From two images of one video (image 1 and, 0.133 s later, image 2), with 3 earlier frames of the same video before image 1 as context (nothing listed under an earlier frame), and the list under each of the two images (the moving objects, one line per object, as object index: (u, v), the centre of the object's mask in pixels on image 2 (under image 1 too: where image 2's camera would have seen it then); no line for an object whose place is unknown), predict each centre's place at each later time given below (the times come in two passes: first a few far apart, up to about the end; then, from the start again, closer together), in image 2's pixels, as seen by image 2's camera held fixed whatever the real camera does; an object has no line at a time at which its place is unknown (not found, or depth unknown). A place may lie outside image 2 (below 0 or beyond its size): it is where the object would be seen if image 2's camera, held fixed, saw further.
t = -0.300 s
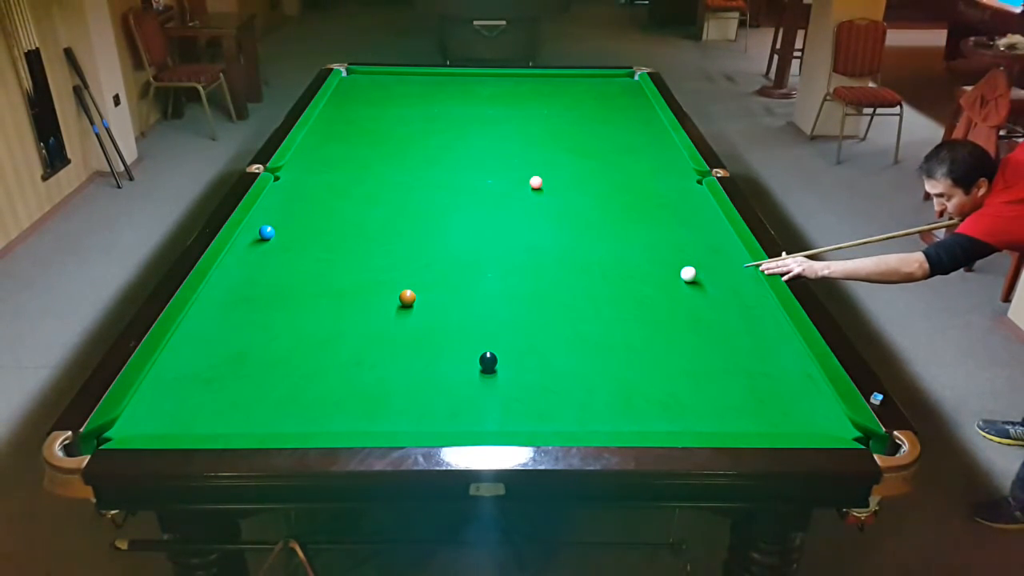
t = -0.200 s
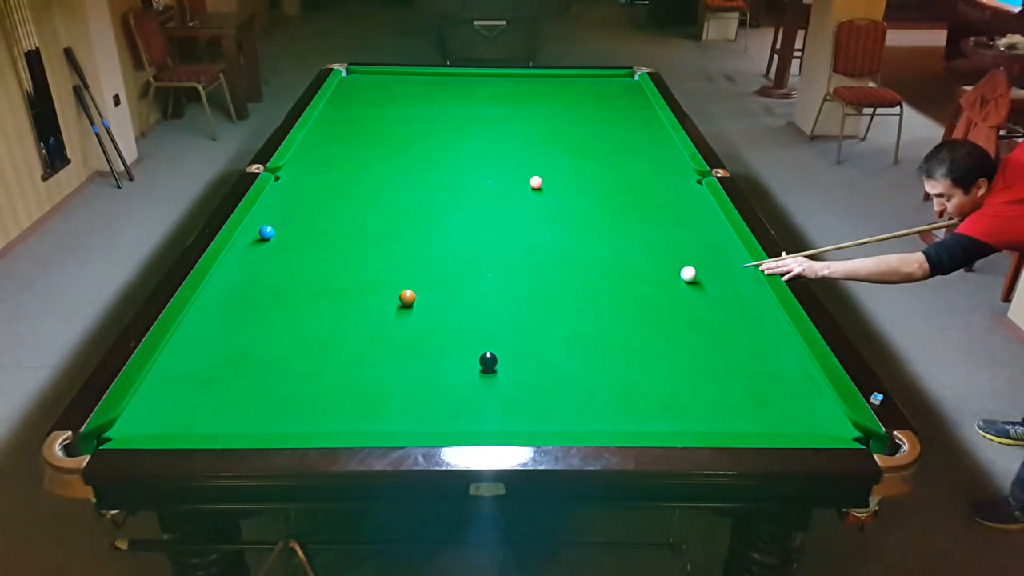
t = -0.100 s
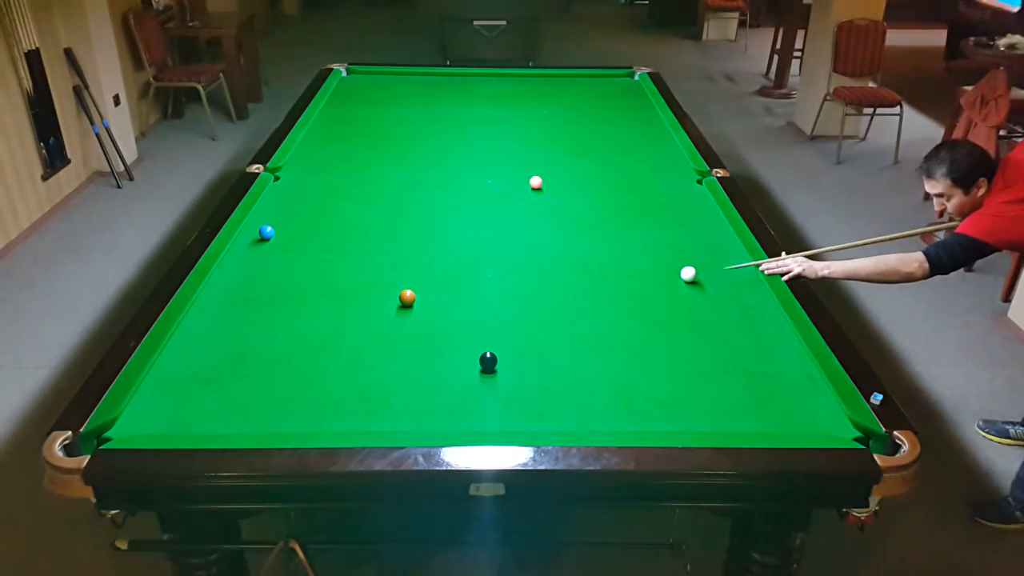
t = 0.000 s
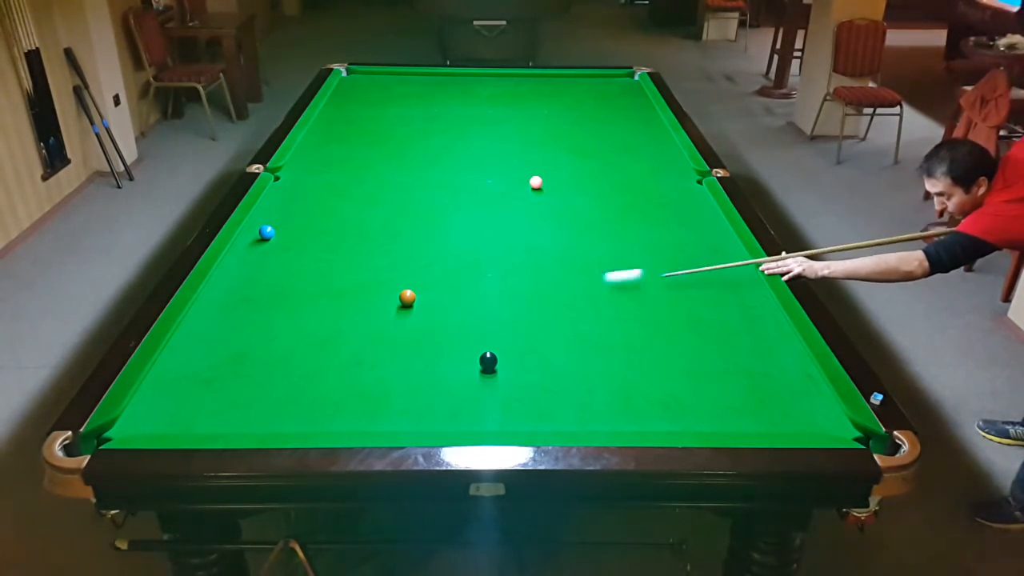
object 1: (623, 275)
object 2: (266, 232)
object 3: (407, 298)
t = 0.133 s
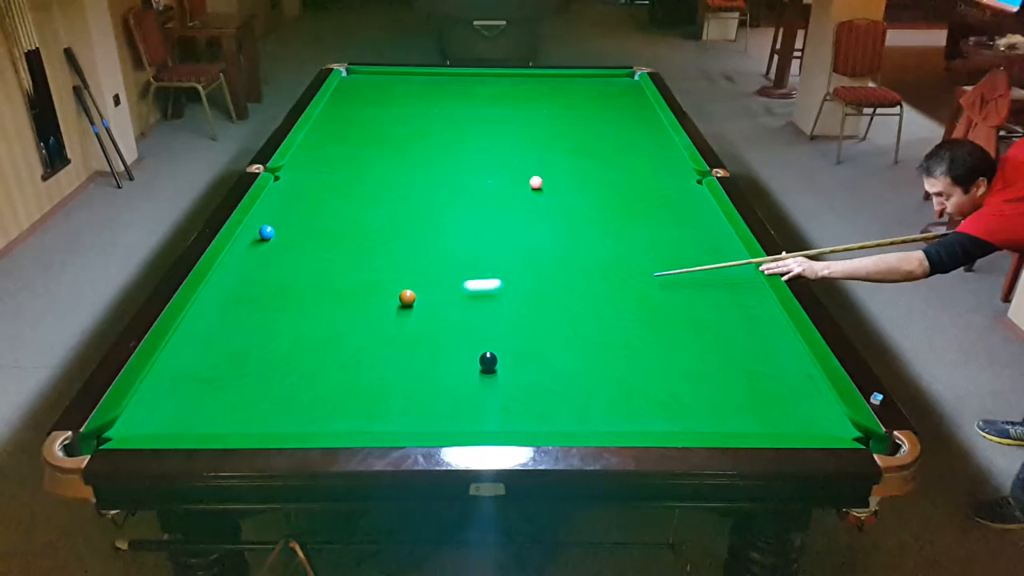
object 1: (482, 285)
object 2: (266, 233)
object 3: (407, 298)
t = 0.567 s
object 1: (256, 240)
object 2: (267, 232)
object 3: (224, 388)
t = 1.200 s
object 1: (265, 220)
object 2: (430, 196)
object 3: (163, 400)
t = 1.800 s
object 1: (274, 209)
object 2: (550, 168)
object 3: (208, 357)
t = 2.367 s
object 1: (280, 203)
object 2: (640, 147)
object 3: (239, 329)
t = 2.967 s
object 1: (281, 199)
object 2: (628, 131)
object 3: (260, 310)
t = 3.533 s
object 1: (281, 198)
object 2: (578, 121)
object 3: (271, 300)
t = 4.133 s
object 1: (281, 199)
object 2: (536, 112)
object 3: (275, 298)
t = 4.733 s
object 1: (281, 198)
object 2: (502, 105)
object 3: (275, 298)
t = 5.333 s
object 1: (281, 199)
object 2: (476, 99)
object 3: (275, 298)
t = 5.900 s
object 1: (281, 199)
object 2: (458, 95)
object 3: (274, 298)
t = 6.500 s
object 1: (281, 199)
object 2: (445, 93)
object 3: (274, 298)
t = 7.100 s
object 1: (281, 199)
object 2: (438, 91)
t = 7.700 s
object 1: (282, 199)
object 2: (438, 91)
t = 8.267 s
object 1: (282, 199)
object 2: (438, 91)
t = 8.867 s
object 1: (282, 199)
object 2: (438, 91)
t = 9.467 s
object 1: (282, 199)
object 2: (438, 91)
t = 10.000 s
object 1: (282, 198)
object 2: (438, 91)
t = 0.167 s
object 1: (448, 287)
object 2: (266, 233)
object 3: (407, 298)
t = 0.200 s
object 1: (418, 288)
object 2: (266, 232)
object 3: (405, 298)
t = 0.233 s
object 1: (400, 282)
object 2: (266, 233)
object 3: (388, 306)
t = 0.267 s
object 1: (384, 277)
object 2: (266, 233)
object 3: (372, 314)
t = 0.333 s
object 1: (353, 267)
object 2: (266, 233)
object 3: (338, 331)
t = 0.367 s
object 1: (339, 263)
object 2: (266, 233)
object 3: (321, 340)
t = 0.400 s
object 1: (325, 259)
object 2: (266, 233)
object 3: (305, 348)
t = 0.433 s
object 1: (310, 255)
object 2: (266, 233)
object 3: (289, 356)
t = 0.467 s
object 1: (297, 251)
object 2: (266, 233)
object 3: (274, 364)
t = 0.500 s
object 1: (283, 248)
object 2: (266, 233)
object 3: (258, 371)
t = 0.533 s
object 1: (269, 244)
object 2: (266, 231)
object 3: (241, 380)
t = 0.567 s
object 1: (256, 240)
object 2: (267, 232)
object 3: (224, 388)
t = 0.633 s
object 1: (252, 235)
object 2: (272, 231)
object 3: (189, 406)
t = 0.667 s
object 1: (253, 234)
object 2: (286, 228)
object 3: (171, 415)
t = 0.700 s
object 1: (253, 233)
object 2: (299, 225)
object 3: (153, 423)
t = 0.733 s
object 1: (254, 232)
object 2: (311, 222)
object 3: (135, 428)
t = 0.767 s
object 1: (255, 231)
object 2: (322, 220)
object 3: (121, 427)
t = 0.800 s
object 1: (256, 230)
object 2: (331, 218)
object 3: (118, 427)
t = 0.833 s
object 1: (256, 230)
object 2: (341, 216)
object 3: (126, 429)
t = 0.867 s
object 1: (257, 229)
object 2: (349, 214)
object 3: (132, 428)
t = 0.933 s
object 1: (259, 227)
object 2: (367, 210)
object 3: (139, 424)
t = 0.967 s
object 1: (260, 226)
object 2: (375, 208)
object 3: (142, 421)
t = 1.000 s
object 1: (261, 225)
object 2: (383, 206)
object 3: (145, 418)
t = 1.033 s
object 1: (261, 224)
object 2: (392, 204)
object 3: (148, 415)
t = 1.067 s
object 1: (262, 223)
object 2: (399, 202)
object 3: (152, 412)
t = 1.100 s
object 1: (263, 223)
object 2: (407, 201)
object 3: (155, 408)
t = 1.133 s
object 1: (263, 222)
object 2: (415, 199)
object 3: (158, 405)
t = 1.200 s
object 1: (265, 220)
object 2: (430, 196)
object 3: (163, 400)
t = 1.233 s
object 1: (266, 220)
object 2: (438, 194)
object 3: (166, 397)
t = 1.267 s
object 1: (266, 219)
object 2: (445, 192)
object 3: (169, 394)
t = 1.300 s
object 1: (267, 218)
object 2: (452, 190)
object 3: (172, 391)
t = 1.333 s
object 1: (267, 217)
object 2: (459, 189)
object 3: (174, 389)
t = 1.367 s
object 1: (268, 217)
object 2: (467, 187)
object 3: (177, 386)
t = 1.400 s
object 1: (268, 216)
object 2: (473, 186)
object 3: (180, 383)
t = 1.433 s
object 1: (269, 216)
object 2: (480, 184)
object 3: (182, 381)
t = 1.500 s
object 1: (270, 214)
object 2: (493, 181)
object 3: (187, 376)
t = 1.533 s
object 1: (271, 214)
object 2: (500, 179)
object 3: (190, 374)
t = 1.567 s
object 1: (271, 213)
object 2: (506, 178)
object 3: (192, 371)
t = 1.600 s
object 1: (271, 213)
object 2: (513, 176)
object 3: (195, 369)
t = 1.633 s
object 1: (272, 212)
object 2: (519, 175)
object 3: (197, 367)
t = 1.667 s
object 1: (273, 211)
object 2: (525, 173)
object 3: (199, 365)
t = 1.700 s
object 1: (273, 211)
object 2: (531, 171)
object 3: (201, 363)
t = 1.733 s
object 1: (274, 210)
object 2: (537, 170)
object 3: (204, 361)
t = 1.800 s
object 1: (274, 209)
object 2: (550, 168)
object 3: (208, 357)
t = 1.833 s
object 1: (275, 209)
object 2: (556, 167)
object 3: (210, 355)
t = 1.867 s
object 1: (275, 209)
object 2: (561, 165)
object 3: (212, 353)
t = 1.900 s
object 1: (276, 208)
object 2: (567, 164)
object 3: (214, 351)
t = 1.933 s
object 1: (276, 208)
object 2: (573, 163)
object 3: (216, 349)
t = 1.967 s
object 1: (276, 207)
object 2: (579, 161)
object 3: (218, 347)
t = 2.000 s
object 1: (277, 207)
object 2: (584, 160)
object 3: (220, 345)
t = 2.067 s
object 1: (277, 206)
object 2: (594, 158)
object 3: (224, 342)
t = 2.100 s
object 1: (278, 206)
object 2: (600, 157)
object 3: (226, 341)
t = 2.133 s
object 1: (278, 205)
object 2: (605, 155)
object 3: (227, 339)
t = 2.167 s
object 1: (278, 205)
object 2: (610, 154)
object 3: (229, 338)
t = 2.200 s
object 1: (279, 204)
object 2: (615, 153)
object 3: (231, 336)
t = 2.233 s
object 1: (279, 204)
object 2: (620, 152)
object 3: (232, 335)
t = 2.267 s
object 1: (279, 204)
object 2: (625, 150)
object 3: (234, 333)
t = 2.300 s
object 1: (279, 203)
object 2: (630, 149)
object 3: (236, 332)
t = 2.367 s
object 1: (280, 203)
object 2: (640, 147)
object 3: (239, 329)
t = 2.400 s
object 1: (280, 202)
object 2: (645, 146)
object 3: (240, 328)
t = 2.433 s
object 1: (280, 202)
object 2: (650, 145)
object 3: (242, 326)
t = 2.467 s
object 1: (280, 202)
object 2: (654, 144)
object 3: (243, 325)
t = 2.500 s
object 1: (280, 202)
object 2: (659, 142)
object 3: (244, 324)
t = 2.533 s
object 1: (280, 202)
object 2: (663, 141)
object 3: (246, 323)
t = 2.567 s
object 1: (281, 201)
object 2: (668, 140)
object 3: (247, 322)
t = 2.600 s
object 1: (281, 201)
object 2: (667, 139)
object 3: (248, 321)
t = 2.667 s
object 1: (281, 201)
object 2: (659, 138)
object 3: (250, 318)
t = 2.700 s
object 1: (281, 201)
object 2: (655, 137)
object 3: (252, 317)
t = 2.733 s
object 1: (281, 200)
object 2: (651, 136)
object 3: (253, 316)
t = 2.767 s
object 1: (281, 200)
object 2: (648, 136)
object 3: (254, 316)
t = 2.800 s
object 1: (281, 200)
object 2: (644, 135)
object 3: (255, 314)
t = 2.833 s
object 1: (281, 200)
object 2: (641, 134)
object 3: (256, 313)
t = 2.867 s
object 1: (281, 200)
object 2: (638, 134)
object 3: (257, 313)
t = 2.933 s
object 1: (281, 199)
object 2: (631, 132)
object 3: (259, 311)
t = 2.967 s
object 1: (281, 199)
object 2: (628, 131)
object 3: (260, 310)
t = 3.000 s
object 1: (281, 199)
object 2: (625, 131)
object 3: (261, 309)
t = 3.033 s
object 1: (281, 199)
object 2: (622, 130)
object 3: (261, 309)
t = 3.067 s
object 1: (281, 199)
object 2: (619, 129)
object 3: (262, 308)
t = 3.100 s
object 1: (281, 199)
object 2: (615, 129)
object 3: (263, 307)
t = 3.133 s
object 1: (281, 199)
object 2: (612, 128)
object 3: (264, 307)
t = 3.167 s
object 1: (281, 199)
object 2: (609, 128)
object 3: (264, 306)
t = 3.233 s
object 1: (281, 198)
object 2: (603, 126)
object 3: (266, 305)
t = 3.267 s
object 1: (281, 199)
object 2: (600, 126)
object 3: (266, 304)
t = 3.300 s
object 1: (281, 199)
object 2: (597, 125)
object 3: (267, 303)
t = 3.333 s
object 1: (281, 198)
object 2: (594, 124)
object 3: (268, 303)
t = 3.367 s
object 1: (281, 199)
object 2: (592, 124)
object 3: (269, 302)
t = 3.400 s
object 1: (281, 198)
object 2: (588, 123)
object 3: (269, 302)
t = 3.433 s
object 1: (281, 198)
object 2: (586, 123)
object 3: (270, 301)
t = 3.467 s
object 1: (281, 198)
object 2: (583, 122)
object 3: (270, 301)
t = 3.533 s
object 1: (281, 198)
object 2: (578, 121)
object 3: (271, 300)
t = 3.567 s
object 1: (281, 199)
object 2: (575, 120)
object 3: (272, 300)
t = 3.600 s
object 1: (281, 199)
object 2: (573, 120)
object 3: (272, 300)
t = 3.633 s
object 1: (281, 198)
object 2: (570, 119)
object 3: (272, 299)
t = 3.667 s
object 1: (281, 198)
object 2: (568, 119)
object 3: (273, 299)
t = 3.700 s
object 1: (281, 198)
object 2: (565, 118)
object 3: (273, 299)
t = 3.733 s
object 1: (281, 199)
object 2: (563, 118)
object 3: (273, 299)
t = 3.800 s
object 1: (281, 198)
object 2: (558, 117)
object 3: (274, 298)
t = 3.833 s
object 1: (281, 199)
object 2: (556, 116)
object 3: (274, 298)
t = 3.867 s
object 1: (281, 198)
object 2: (553, 116)
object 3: (274, 298)
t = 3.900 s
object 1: (281, 198)
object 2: (551, 115)
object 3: (274, 298)
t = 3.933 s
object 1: (281, 199)
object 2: (549, 115)
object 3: (274, 298)
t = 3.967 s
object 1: (281, 198)
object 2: (547, 114)
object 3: (274, 298)
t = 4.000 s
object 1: (281, 198)
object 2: (544, 114)
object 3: (274, 298)
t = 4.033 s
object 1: (281, 198)
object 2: (542, 113)
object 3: (274, 298)
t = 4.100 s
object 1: (281, 198)
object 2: (538, 112)
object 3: (275, 298)
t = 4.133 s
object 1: (281, 199)
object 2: (536, 112)
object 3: (275, 298)
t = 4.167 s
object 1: (281, 199)
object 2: (534, 111)
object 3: (275, 298)
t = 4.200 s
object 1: (281, 199)
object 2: (531, 111)
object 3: (275, 298)
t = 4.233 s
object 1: (281, 199)
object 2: (529, 111)
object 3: (275, 298)
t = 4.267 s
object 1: (281, 199)
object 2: (528, 110)
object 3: (275, 298)
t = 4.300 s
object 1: (281, 199)
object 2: (525, 110)
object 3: (275, 298)
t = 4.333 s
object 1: (281, 199)
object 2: (524, 109)
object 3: (275, 298)
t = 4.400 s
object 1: (281, 198)
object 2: (520, 109)
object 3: (275, 298)
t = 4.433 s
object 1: (281, 199)
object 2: (518, 108)
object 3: (275, 298)
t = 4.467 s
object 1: (281, 199)
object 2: (516, 108)
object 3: (275, 298)
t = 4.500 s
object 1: (281, 198)
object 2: (514, 107)
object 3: (275, 298)
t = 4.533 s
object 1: (281, 198)
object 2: (512, 107)
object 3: (275, 298)
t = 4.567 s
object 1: (281, 199)
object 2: (511, 107)
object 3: (275, 298)
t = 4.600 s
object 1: (281, 199)
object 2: (509, 106)
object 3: (275, 298)
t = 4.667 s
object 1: (281, 199)
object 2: (505, 105)
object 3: (275, 298)
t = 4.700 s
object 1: (281, 198)
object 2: (504, 105)
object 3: (275, 298)
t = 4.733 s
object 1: (281, 198)
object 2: (502, 105)
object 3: (275, 298)
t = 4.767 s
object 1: (281, 199)
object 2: (500, 104)
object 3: (275, 298)
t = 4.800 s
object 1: (281, 199)
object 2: (499, 104)
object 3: (275, 298)
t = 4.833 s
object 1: (281, 198)
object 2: (497, 103)
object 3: (275, 298)
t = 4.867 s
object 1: (281, 198)
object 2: (496, 103)
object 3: (275, 298)
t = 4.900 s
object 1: (281, 199)
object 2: (494, 103)
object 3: (275, 298)
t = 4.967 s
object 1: (281, 199)
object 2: (491, 102)
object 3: (275, 298)
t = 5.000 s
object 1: (281, 198)
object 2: (490, 102)
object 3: (275, 298)
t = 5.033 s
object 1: (281, 198)
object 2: (488, 101)
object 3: (275, 298)
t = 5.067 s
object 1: (281, 199)
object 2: (487, 101)
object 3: (275, 298)
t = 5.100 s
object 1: (281, 199)
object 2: (485, 101)
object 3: (275, 298)
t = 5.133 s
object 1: (281, 199)
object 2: (484, 101)
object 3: (275, 298)
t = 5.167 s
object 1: (281, 198)
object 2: (483, 100)
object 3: (275, 298)
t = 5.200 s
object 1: (281, 199)
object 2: (481, 100)
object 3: (275, 298)
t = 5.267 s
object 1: (281, 198)
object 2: (479, 100)
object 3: (275, 298)
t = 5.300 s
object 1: (281, 198)
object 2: (477, 99)
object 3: (275, 298)
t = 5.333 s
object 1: (281, 199)
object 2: (476, 99)
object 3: (275, 298)
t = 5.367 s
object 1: (281, 199)
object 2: (475, 99)
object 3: (275, 298)
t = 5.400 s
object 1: (281, 199)
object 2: (474, 99)
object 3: (275, 298)
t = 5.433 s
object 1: (281, 199)
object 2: (473, 98)
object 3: (275, 298)
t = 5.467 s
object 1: (281, 199)
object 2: (471, 98)
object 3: (275, 298)
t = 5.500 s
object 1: (281, 199)
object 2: (470, 98)
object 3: (275, 298)
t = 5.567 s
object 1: (281, 199)
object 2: (468, 97)
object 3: (275, 298)
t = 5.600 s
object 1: (281, 199)
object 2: (467, 97)
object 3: (275, 298)
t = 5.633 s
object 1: (281, 199)
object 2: (466, 97)
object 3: (275, 298)
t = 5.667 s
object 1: (281, 199)
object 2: (465, 96)
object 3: (275, 298)
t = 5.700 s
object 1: (281, 198)
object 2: (464, 96)
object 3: (275, 297)
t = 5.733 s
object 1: (281, 198)
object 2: (463, 96)
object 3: (274, 298)
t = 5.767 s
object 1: (281, 198)
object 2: (462, 96)
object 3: (274, 298)
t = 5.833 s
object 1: (281, 199)
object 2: (460, 95)
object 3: (275, 298)
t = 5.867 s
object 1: (281, 199)
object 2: (459, 95)
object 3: (275, 298)
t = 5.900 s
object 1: (281, 199)
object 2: (458, 95)
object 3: (274, 298)
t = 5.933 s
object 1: (281, 199)
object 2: (457, 95)
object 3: (275, 298)
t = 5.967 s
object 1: (281, 199)
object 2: (456, 95)
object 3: (274, 298)
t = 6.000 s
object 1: (281, 199)
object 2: (455, 95)
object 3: (274, 298)
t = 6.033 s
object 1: (281, 199)
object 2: (455, 94)
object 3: (274, 298)
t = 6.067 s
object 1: (281, 199)
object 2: (454, 94)
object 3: (275, 298)
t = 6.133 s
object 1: (281, 199)
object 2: (452, 94)
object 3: (274, 298)
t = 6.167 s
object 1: (281, 198)
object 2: (451, 94)
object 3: (274, 298)
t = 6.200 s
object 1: (281, 198)
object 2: (451, 93)
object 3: (274, 298)
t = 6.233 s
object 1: (281, 198)
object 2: (450, 93)
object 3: (274, 298)
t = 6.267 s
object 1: (281, 199)
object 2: (449, 93)
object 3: (274, 298)
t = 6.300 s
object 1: (281, 198)
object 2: (448, 93)
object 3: (274, 298)
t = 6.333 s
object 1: (281, 199)
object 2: (448, 93)
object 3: (274, 298)
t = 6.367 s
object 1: (281, 199)
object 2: (447, 93)
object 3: (275, 298)
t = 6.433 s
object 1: (281, 199)
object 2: (446, 93)
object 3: (274, 298)
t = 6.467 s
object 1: (281, 198)
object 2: (446, 93)
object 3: (274, 298)
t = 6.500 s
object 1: (281, 199)
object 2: (445, 93)
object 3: (274, 298)
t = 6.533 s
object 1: (281, 199)
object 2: (444, 92)
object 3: (274, 298)
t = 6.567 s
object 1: (281, 199)
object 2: (444, 92)
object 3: (274, 298)
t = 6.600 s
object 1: (281, 199)
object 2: (443, 92)
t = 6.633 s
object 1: (281, 199)
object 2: (443, 92)
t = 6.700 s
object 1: (281, 199)
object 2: (442, 92)
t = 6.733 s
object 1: (281, 199)
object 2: (441, 92)
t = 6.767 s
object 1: (281, 199)
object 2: (441, 92)
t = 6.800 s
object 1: (281, 199)
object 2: (441, 92)
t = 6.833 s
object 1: (281, 199)
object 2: (440, 92)
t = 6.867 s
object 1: (281, 199)
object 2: (439, 88)
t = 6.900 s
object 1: (281, 199)
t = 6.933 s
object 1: (281, 199)
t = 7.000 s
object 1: (281, 199)
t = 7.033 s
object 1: (281, 199)
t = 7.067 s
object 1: (281, 199)
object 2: (439, 91)
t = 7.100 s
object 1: (281, 199)
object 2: (438, 91)
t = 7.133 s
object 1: (281, 199)
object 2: (438, 91)
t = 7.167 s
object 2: (438, 91)
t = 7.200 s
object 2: (438, 91)
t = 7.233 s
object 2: (438, 91)
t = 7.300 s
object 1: (281, 198)
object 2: (438, 91)
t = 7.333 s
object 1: (281, 198)
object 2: (438, 91)
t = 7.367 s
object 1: (281, 199)
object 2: (438, 91)
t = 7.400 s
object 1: (281, 199)
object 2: (438, 91)
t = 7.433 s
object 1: (281, 199)
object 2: (438, 91)
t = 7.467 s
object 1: (281, 199)
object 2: (438, 91)
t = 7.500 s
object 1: (281, 199)
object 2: (438, 91)
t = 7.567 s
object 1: (281, 199)
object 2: (438, 91)
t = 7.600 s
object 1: (282, 199)
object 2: (438, 91)
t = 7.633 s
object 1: (282, 199)
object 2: (438, 91)
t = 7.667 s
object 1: (281, 199)
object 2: (438, 91)
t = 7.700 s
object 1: (282, 199)
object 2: (438, 91)
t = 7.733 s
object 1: (282, 199)
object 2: (438, 91)
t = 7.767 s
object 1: (282, 199)
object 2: (438, 91)
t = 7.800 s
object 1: (282, 199)
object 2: (438, 91)
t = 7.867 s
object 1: (281, 199)
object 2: (438, 91)
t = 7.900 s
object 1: (282, 198)
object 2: (438, 91)
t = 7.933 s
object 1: (282, 198)
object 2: (438, 91)
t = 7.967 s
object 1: (282, 198)
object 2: (438, 91)
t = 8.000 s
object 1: (282, 199)
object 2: (438, 91)
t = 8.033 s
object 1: (282, 199)
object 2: (438, 91)
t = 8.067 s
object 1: (282, 198)
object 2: (438, 91)
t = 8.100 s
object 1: (282, 199)
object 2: (438, 91)
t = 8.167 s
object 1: (282, 198)
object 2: (438, 91)
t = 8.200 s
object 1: (282, 199)
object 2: (438, 91)
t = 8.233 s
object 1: (282, 199)
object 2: (438, 91)
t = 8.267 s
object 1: (282, 199)
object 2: (438, 91)
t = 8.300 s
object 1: (282, 199)
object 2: (438, 91)
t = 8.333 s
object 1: (281, 199)
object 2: (438, 91)
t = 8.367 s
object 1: (282, 199)
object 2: (438, 91)
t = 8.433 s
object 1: (282, 199)
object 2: (438, 91)
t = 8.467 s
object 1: (282, 199)
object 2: (438, 91)
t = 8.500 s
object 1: (282, 198)
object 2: (438, 91)
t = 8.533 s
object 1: (282, 199)
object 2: (438, 91)
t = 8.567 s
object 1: (282, 199)
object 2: (438, 91)
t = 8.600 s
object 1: (282, 198)
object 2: (438, 91)
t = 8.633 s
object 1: (281, 199)
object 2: (438, 91)
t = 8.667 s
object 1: (282, 199)
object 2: (438, 91)
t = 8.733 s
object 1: (282, 199)
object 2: (438, 91)
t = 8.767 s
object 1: (282, 198)
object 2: (438, 91)
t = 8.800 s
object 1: (282, 199)
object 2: (438, 91)
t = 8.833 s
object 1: (282, 199)
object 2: (438, 91)
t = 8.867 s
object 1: (282, 199)
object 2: (438, 91)
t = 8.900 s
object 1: (281, 199)
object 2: (438, 91)
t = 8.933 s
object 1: (282, 199)
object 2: (438, 91)
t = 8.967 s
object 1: (282, 199)
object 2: (438, 91)
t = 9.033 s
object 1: (281, 199)
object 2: (438, 91)
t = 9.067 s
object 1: (282, 199)
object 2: (438, 91)
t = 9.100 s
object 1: (282, 198)
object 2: (438, 91)
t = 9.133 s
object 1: (282, 199)
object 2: (438, 91)
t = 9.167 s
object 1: (282, 198)
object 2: (438, 91)
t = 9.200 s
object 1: (282, 199)
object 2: (438, 91)
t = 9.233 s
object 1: (282, 198)
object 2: (438, 91)
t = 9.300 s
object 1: (282, 198)
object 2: (438, 91)
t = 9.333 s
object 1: (282, 199)
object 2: (438, 91)
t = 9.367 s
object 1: (281, 199)
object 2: (438, 91)
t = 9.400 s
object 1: (282, 199)
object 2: (438, 91)
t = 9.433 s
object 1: (281, 199)
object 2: (438, 91)
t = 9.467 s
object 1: (282, 199)
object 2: (438, 91)
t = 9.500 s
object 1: (282, 199)
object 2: (438, 91)
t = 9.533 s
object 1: (282, 199)
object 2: (438, 91)
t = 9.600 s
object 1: (282, 199)
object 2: (438, 91)
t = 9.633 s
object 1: (282, 198)
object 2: (438, 91)
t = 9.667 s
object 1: (282, 199)
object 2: (438, 91)
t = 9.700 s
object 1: (282, 198)
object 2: (438, 91)
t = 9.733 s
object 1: (282, 199)
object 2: (438, 91)
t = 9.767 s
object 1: (282, 199)
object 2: (438, 91)
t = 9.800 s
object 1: (282, 199)
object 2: (438, 91)
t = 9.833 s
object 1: (282, 199)
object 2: (438, 91)
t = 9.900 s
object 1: (282, 198)
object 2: (438, 91)
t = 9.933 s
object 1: (282, 199)
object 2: (438, 91)
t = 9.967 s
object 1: (282, 198)
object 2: (438, 91)
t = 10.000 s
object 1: (282, 198)
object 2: (438, 91)
